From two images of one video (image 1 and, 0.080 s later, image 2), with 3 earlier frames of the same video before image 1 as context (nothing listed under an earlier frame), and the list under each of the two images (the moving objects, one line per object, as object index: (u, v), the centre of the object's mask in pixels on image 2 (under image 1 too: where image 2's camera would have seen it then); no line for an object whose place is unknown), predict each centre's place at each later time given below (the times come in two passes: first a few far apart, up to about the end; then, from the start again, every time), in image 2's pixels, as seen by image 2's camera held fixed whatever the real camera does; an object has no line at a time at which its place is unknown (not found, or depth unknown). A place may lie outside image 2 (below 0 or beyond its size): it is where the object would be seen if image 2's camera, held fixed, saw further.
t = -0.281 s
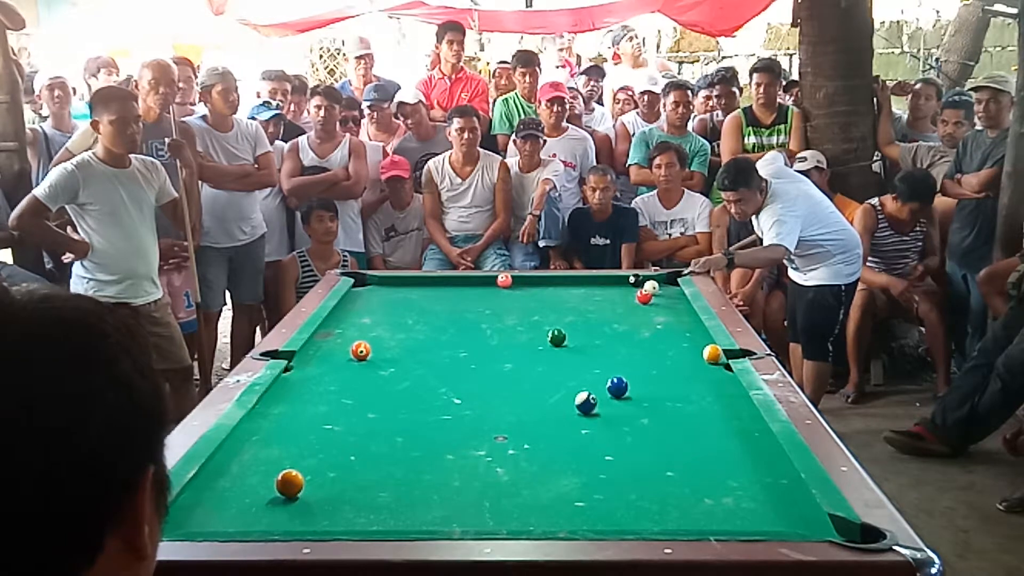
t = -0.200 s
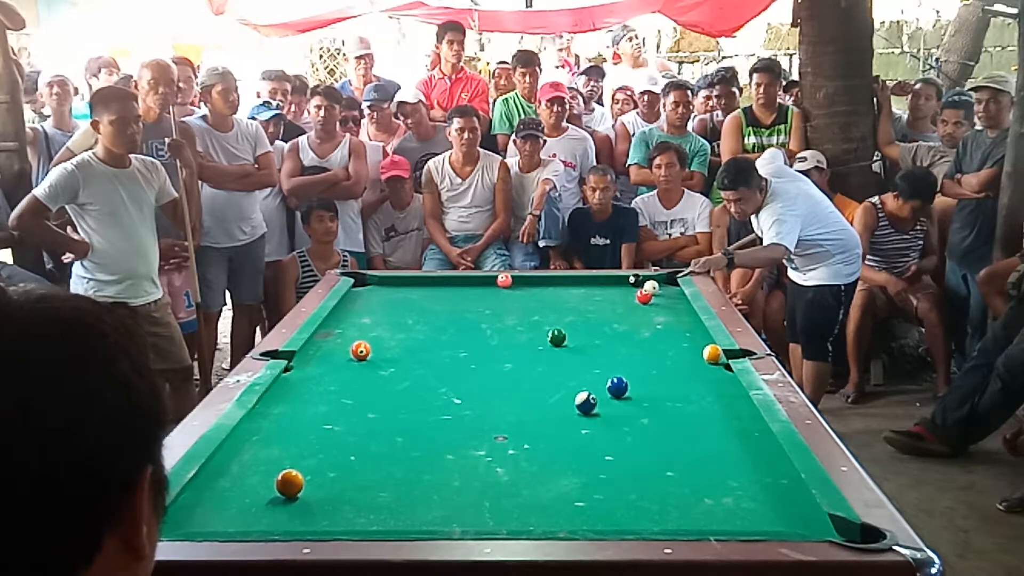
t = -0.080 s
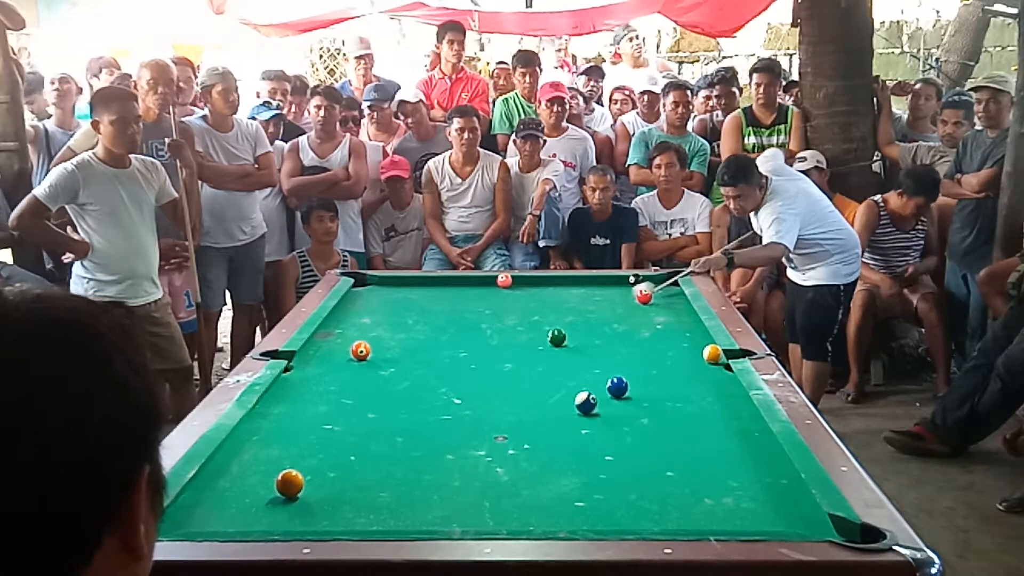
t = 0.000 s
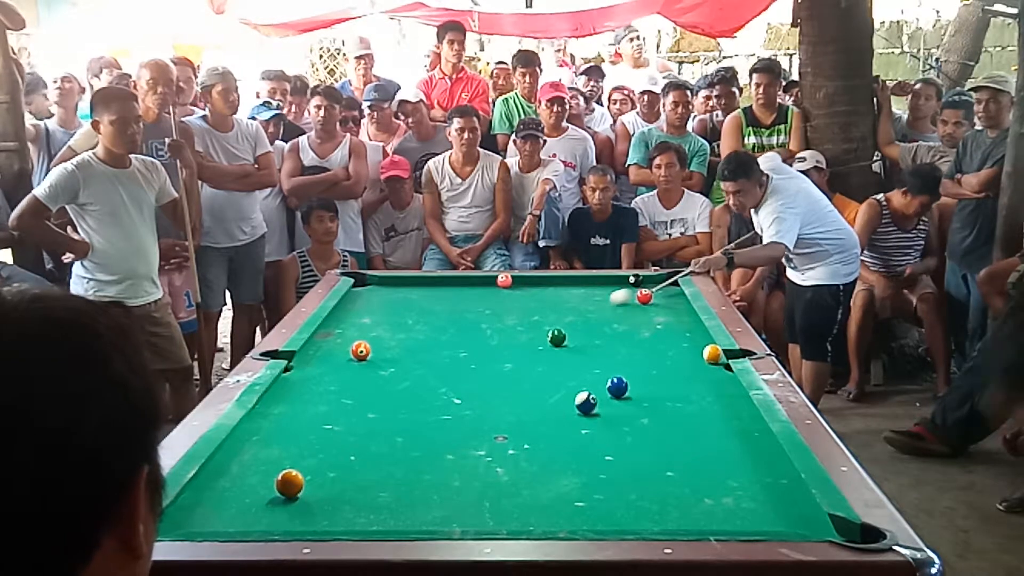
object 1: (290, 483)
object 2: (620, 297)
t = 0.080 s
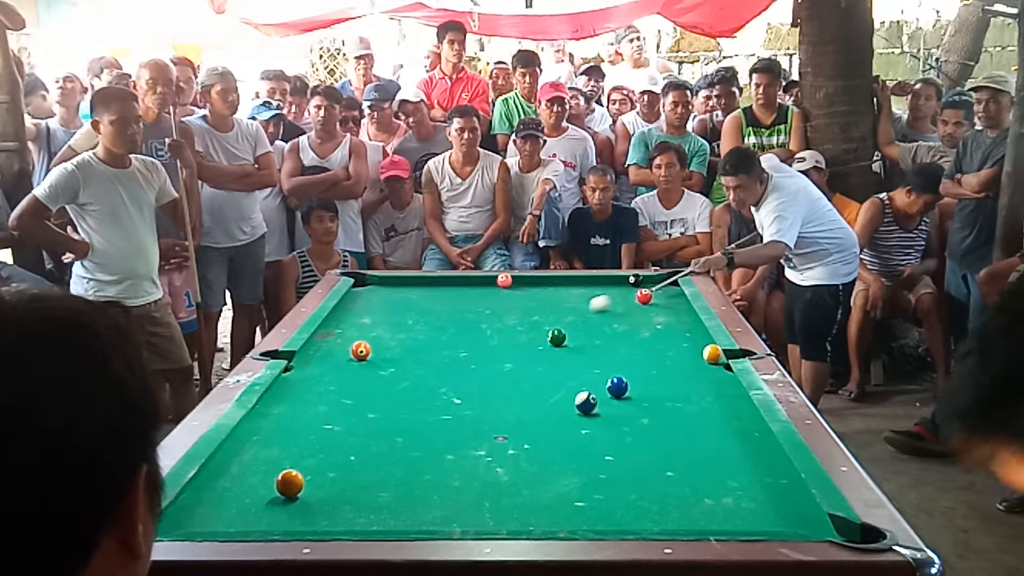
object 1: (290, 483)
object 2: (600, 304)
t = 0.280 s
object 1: (290, 483)
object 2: (558, 318)
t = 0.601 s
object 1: (290, 484)
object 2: (487, 342)
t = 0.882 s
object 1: (290, 483)
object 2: (415, 367)
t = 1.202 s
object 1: (290, 484)
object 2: (320, 400)
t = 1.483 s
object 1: (290, 484)
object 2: (253, 435)
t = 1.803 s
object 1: (298, 486)
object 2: (267, 479)
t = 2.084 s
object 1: (351, 508)
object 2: (234, 504)
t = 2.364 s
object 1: (404, 522)
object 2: (208, 522)
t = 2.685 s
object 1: (446, 516)
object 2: (247, 513)
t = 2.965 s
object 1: (477, 507)
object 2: (277, 503)
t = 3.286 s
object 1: (509, 499)
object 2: (306, 493)
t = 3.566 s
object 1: (533, 492)
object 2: (327, 485)
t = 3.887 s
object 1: (557, 486)
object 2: (348, 477)
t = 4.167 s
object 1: (573, 481)
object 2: (363, 472)
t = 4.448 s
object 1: (587, 477)
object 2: (375, 468)
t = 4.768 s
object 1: (598, 474)
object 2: (384, 465)
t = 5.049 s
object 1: (608, 471)
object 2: (392, 463)
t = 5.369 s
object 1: (614, 470)
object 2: (396, 461)
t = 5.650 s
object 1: (615, 470)
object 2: (398, 461)
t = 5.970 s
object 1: (616, 470)
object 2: (398, 461)
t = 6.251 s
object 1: (616, 470)
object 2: (398, 461)
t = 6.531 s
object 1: (616, 470)
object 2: (397, 461)
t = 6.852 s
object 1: (616, 470)
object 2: (398, 461)
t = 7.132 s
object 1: (616, 469)
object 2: (398, 461)
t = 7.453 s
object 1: (616, 470)
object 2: (398, 461)
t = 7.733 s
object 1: (616, 469)
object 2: (398, 461)
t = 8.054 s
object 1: (616, 469)
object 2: (398, 461)
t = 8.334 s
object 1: (616, 469)
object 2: (398, 461)
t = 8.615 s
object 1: (616, 469)
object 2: (398, 461)
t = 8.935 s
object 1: (616, 469)
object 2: (398, 461)
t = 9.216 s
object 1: (615, 469)
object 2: (397, 461)
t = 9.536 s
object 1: (615, 469)
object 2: (398, 460)
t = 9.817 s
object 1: (615, 469)
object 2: (397, 460)
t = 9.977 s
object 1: (615, 469)
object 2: (397, 460)
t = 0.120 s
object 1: (290, 484)
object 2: (591, 306)
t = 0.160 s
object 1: (290, 483)
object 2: (582, 309)
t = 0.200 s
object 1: (290, 484)
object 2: (574, 312)
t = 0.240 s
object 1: (290, 484)
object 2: (566, 315)
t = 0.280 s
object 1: (290, 483)
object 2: (558, 318)
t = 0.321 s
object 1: (290, 484)
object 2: (550, 321)
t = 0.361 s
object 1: (290, 483)
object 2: (541, 324)
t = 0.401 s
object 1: (290, 484)
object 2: (533, 327)
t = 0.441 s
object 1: (290, 483)
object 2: (524, 330)
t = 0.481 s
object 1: (290, 484)
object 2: (515, 333)
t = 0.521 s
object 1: (290, 483)
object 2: (505, 336)
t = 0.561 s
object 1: (290, 483)
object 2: (496, 339)
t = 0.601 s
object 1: (290, 484)
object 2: (487, 342)
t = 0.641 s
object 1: (290, 483)
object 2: (477, 345)
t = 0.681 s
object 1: (290, 484)
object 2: (467, 349)
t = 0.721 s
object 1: (290, 484)
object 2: (457, 352)
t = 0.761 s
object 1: (290, 484)
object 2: (447, 356)
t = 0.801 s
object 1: (290, 484)
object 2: (437, 359)
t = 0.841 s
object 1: (290, 483)
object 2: (426, 363)
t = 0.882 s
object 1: (290, 483)
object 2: (415, 367)
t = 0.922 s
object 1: (290, 484)
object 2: (404, 370)
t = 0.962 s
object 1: (290, 484)
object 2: (392, 375)
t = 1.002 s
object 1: (290, 484)
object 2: (381, 378)
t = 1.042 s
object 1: (290, 483)
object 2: (369, 382)
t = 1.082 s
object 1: (290, 484)
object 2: (357, 387)
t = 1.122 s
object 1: (290, 484)
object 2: (345, 391)
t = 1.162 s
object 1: (290, 484)
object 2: (332, 395)
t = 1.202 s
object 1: (290, 484)
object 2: (320, 400)
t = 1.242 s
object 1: (290, 484)
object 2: (306, 404)
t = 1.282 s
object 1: (290, 483)
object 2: (293, 409)
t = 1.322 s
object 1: (290, 484)
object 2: (279, 414)
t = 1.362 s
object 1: (290, 484)
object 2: (266, 417)
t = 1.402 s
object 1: (290, 484)
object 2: (251, 424)
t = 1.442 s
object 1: (290, 484)
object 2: (251, 430)
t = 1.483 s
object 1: (290, 484)
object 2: (253, 435)
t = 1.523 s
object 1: (290, 484)
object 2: (255, 440)
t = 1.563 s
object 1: (290, 484)
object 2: (258, 445)
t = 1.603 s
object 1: (290, 484)
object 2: (261, 451)
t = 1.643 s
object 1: (290, 484)
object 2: (263, 457)
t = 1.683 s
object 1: (290, 484)
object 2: (266, 463)
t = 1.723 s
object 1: (290, 484)
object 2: (269, 469)
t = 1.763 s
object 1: (290, 484)
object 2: (270, 475)
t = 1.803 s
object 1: (298, 486)
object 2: (267, 479)
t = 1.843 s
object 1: (306, 490)
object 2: (262, 482)
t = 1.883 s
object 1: (314, 493)
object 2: (258, 485)
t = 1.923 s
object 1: (321, 496)
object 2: (253, 489)
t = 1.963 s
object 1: (328, 499)
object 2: (248, 493)
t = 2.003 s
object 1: (336, 502)
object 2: (244, 497)
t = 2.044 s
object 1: (343, 505)
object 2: (239, 501)
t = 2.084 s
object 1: (351, 508)
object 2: (234, 504)
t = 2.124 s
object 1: (358, 511)
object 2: (230, 508)
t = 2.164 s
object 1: (366, 514)
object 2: (225, 512)
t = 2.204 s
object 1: (373, 516)
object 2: (220, 515)
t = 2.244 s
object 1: (381, 518)
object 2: (216, 517)
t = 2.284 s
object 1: (389, 519)
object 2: (211, 519)
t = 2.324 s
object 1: (396, 521)
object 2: (206, 522)
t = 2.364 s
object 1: (404, 522)
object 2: (208, 522)
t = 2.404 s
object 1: (410, 521)
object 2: (213, 521)
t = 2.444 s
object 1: (416, 520)
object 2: (218, 520)
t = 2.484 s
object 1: (421, 520)
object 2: (223, 519)
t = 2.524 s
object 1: (426, 519)
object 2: (228, 518)
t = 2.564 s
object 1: (431, 518)
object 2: (233, 517)
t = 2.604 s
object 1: (436, 517)
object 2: (238, 516)
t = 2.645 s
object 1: (441, 516)
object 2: (242, 514)
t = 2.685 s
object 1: (446, 516)
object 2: (247, 513)
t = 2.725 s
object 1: (450, 515)
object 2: (251, 512)
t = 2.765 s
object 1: (455, 514)
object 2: (256, 511)
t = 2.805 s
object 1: (460, 513)
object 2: (260, 509)
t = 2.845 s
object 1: (464, 512)
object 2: (264, 507)
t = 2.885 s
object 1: (469, 510)
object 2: (269, 506)
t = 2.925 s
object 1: (473, 509)
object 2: (273, 504)
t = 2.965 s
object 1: (477, 507)
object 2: (277, 503)
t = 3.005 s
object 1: (482, 507)
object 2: (281, 502)
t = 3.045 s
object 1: (486, 506)
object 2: (284, 500)
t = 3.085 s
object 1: (490, 504)
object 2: (288, 499)
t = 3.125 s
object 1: (494, 503)
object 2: (292, 497)
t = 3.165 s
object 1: (498, 502)
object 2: (296, 496)
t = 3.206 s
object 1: (501, 501)
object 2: (299, 495)
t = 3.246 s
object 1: (506, 500)
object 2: (302, 494)
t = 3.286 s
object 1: (509, 499)
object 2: (306, 493)
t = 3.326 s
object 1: (513, 498)
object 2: (309, 491)
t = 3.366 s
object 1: (517, 497)
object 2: (312, 490)
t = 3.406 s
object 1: (520, 496)
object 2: (315, 489)
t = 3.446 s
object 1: (523, 495)
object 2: (318, 488)
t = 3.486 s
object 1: (527, 494)
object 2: (321, 487)
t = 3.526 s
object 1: (530, 493)
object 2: (325, 486)
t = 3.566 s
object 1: (533, 492)
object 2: (327, 485)
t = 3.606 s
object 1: (536, 491)
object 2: (330, 483)
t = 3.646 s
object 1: (540, 491)
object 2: (333, 483)
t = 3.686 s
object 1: (543, 489)
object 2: (336, 482)
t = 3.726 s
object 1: (546, 489)
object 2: (339, 481)
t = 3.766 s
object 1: (549, 488)
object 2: (341, 480)
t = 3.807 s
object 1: (551, 487)
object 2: (344, 479)
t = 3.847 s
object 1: (554, 486)
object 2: (346, 478)
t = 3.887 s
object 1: (557, 486)
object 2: (348, 477)
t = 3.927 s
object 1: (560, 485)
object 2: (350, 477)
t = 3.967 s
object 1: (562, 484)
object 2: (353, 476)
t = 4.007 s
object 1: (564, 484)
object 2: (355, 475)
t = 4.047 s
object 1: (566, 483)
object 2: (357, 475)
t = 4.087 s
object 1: (568, 482)
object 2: (359, 474)
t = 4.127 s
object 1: (571, 481)
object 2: (361, 473)
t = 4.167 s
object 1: (573, 481)
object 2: (363, 472)
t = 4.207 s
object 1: (575, 480)
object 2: (365, 472)
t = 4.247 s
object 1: (578, 480)
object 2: (367, 471)
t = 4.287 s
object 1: (580, 479)
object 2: (369, 471)
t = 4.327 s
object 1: (582, 479)
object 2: (370, 470)
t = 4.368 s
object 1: (584, 478)
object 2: (372, 469)
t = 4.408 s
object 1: (586, 478)
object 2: (374, 469)
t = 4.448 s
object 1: (587, 477)
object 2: (375, 468)
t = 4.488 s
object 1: (589, 477)
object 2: (376, 468)
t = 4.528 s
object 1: (591, 476)
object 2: (378, 467)
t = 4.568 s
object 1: (593, 476)
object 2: (379, 467)
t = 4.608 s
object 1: (595, 476)
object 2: (380, 466)
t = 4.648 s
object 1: (596, 475)
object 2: (381, 466)
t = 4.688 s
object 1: (597, 475)
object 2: (382, 466)
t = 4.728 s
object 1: (597, 475)
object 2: (383, 466)
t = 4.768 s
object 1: (598, 474)
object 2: (384, 465)
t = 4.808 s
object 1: (598, 473)
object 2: (384, 463)
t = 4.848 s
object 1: (599, 472)
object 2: (385, 463)
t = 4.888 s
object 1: (603, 472)
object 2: (389, 463)
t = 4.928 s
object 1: (605, 472)
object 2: (390, 463)
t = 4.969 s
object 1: (606, 472)
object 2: (390, 463)
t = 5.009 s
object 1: (607, 472)
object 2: (391, 463)
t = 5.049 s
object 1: (608, 471)
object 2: (392, 463)
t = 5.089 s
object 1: (608, 471)
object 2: (392, 462)
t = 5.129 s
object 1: (609, 471)
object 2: (393, 462)
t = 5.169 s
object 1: (609, 471)
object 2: (393, 462)
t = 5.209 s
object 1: (610, 471)
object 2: (394, 462)
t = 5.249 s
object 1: (611, 471)
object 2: (394, 462)
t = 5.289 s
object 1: (612, 470)
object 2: (395, 462)
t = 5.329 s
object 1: (613, 470)
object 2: (396, 461)
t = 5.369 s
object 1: (614, 470)
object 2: (396, 461)
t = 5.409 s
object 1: (614, 470)
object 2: (397, 461)
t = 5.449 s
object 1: (614, 470)
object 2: (397, 461)
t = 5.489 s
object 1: (614, 470)
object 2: (397, 461)
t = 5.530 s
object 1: (615, 470)
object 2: (397, 461)
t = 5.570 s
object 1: (615, 470)
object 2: (397, 461)
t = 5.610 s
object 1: (615, 469)
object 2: (398, 461)
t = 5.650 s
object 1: (615, 470)
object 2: (398, 461)
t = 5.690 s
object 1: (615, 469)
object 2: (398, 461)
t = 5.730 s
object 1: (615, 470)
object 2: (398, 461)
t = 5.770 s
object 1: (615, 469)
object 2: (398, 461)
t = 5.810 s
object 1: (616, 470)
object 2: (398, 461)
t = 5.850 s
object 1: (616, 470)
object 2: (398, 461)
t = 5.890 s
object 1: (616, 470)
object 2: (398, 461)
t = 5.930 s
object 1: (616, 470)
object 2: (398, 461)
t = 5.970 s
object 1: (616, 470)
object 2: (398, 461)
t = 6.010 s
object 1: (616, 469)
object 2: (398, 461)
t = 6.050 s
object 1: (616, 469)
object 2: (398, 461)
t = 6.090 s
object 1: (616, 470)
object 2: (398, 461)
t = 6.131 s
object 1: (616, 469)
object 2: (398, 461)
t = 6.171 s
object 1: (616, 469)
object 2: (398, 461)
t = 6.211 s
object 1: (616, 469)
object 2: (398, 461)
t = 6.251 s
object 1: (616, 470)
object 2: (398, 461)
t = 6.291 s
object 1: (616, 469)
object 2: (397, 461)
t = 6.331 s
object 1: (616, 470)
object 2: (398, 461)
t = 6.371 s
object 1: (616, 469)
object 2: (398, 461)
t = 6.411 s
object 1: (616, 470)
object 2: (398, 461)
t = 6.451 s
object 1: (616, 470)
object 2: (398, 461)
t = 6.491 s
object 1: (616, 470)
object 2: (397, 461)
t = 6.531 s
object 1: (616, 470)
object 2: (397, 461)
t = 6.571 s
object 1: (616, 470)
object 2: (397, 461)
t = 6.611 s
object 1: (616, 470)
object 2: (397, 461)
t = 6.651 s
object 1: (616, 470)
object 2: (397, 461)
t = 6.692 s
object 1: (616, 469)
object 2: (398, 461)
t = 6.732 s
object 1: (615, 470)
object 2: (398, 461)
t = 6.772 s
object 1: (615, 469)
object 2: (398, 461)
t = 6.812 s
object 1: (616, 469)
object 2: (398, 461)
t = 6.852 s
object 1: (616, 470)
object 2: (398, 461)
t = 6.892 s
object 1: (616, 469)
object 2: (398, 461)
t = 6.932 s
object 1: (616, 469)
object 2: (398, 461)
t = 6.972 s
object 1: (616, 469)
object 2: (398, 461)
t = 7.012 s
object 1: (616, 470)
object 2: (398, 461)
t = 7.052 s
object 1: (616, 469)
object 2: (398, 461)
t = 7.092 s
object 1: (616, 469)
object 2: (398, 461)
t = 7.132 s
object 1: (616, 469)
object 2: (398, 461)
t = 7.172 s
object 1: (616, 469)
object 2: (398, 461)
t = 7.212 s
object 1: (616, 469)
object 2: (398, 461)
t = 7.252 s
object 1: (616, 469)
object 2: (398, 461)
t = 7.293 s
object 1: (616, 469)
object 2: (398, 461)
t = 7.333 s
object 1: (616, 470)
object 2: (398, 461)
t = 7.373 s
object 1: (616, 469)
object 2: (398, 461)
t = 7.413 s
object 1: (616, 469)
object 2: (398, 461)
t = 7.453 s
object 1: (616, 470)
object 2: (398, 461)
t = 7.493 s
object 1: (616, 469)
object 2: (398, 461)
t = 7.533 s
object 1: (616, 470)
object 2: (398, 461)
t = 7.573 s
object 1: (616, 469)
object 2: (398, 461)
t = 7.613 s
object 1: (616, 469)
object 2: (398, 461)
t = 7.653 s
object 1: (616, 470)
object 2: (398, 461)
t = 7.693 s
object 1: (616, 470)
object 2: (398, 461)
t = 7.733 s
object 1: (616, 469)
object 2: (398, 461)
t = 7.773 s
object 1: (616, 470)
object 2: (398, 461)
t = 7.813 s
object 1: (616, 469)
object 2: (398, 461)
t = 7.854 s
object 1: (616, 470)
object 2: (398, 461)
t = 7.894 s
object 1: (616, 470)
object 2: (398, 461)
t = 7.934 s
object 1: (616, 470)
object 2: (398, 461)
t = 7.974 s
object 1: (616, 469)
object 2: (398, 461)
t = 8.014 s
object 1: (616, 469)
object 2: (398, 461)
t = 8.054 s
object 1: (616, 469)
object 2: (398, 461)
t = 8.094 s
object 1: (616, 470)
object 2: (398, 461)
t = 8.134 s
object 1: (616, 470)
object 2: (398, 461)
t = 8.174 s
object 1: (616, 469)
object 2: (398, 461)
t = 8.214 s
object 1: (616, 469)
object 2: (398, 461)
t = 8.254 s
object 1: (616, 470)
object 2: (398, 461)
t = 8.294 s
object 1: (616, 469)
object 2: (398, 461)
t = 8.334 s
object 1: (616, 469)
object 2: (398, 461)
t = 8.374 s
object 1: (616, 469)
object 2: (398, 461)
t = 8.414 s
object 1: (616, 470)
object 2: (398, 461)
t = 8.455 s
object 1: (615, 470)
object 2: (398, 461)
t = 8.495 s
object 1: (615, 470)
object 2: (397, 461)
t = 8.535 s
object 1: (615, 469)
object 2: (397, 461)
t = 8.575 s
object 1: (616, 469)
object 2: (398, 461)
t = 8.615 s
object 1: (616, 469)
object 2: (398, 461)
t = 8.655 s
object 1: (616, 469)
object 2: (398, 461)
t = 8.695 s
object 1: (616, 470)
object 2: (398, 461)
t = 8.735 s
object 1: (616, 470)
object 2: (398, 461)
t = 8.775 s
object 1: (616, 469)
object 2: (398, 461)
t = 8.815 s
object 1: (616, 470)
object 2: (398, 461)
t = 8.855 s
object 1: (616, 469)
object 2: (398, 461)
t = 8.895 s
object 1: (616, 469)
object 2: (398, 461)
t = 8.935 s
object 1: (616, 469)
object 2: (398, 461)
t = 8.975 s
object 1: (616, 469)
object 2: (398, 461)
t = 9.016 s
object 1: (616, 469)
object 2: (398, 461)
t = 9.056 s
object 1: (616, 469)
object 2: (398, 461)
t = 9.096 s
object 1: (616, 470)
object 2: (398, 461)
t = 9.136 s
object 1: (615, 469)
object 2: (398, 461)
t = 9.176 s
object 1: (615, 470)
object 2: (397, 461)
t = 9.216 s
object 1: (615, 469)
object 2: (397, 461)
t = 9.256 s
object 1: (615, 469)
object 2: (397, 461)
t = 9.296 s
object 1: (615, 469)
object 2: (397, 461)
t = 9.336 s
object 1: (615, 469)
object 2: (397, 461)
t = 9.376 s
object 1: (615, 469)
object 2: (397, 461)
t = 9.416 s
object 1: (615, 469)
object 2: (397, 461)
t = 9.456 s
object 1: (616, 469)
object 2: (398, 461)
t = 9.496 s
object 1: (616, 469)
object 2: (398, 460)
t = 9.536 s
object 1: (615, 469)
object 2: (398, 460)
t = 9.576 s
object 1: (615, 469)
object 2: (397, 460)
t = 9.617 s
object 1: (615, 469)
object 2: (397, 460)
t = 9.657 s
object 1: (615, 469)
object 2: (397, 460)
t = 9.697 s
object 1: (615, 469)
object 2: (397, 460)
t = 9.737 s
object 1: (615, 469)
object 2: (397, 460)
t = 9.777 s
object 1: (615, 469)
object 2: (397, 460)
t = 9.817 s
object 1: (615, 469)
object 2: (397, 460)
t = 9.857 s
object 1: (615, 469)
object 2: (397, 460)
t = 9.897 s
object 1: (615, 469)
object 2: (397, 460)
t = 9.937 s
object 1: (615, 469)
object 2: (397, 460)
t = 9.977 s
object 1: (615, 469)
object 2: (397, 460)
